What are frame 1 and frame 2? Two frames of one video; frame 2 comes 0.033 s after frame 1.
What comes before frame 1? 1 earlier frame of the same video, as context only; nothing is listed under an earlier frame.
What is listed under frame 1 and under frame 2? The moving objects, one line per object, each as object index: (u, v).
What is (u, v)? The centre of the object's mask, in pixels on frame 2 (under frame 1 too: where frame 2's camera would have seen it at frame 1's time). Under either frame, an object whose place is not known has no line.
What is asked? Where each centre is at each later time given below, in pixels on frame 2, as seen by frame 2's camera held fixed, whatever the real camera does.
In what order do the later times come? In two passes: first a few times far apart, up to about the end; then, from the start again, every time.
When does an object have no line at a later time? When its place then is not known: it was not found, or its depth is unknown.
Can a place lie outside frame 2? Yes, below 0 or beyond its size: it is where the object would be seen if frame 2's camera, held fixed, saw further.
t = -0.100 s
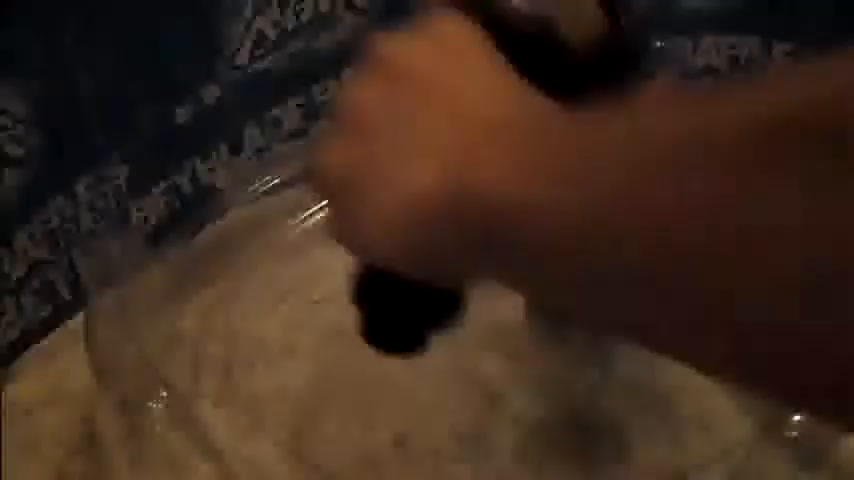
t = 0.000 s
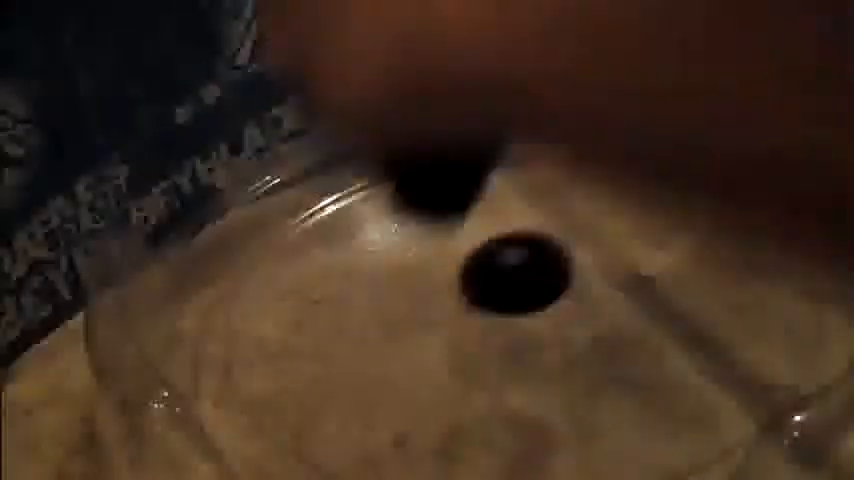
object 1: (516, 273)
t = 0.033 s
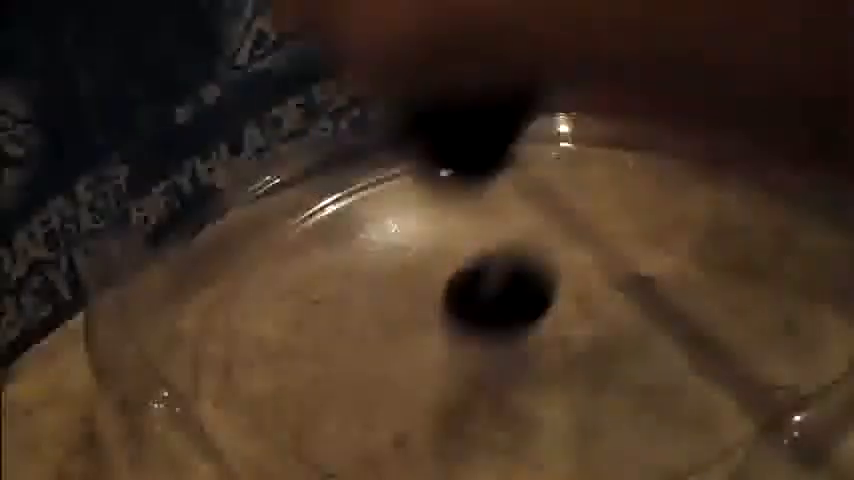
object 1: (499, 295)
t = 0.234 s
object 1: (431, 294)
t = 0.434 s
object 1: (443, 290)
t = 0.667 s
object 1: (517, 320)
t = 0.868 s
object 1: (570, 352)
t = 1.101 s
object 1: (617, 308)
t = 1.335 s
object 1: (507, 272)
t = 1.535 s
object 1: (399, 318)
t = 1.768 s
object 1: (463, 400)
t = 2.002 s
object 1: (667, 332)
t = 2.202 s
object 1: (608, 224)
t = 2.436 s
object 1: (379, 213)
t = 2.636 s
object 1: (282, 326)
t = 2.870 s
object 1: (491, 431)
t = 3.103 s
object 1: (709, 300)
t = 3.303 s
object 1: (606, 182)
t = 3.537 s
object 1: (369, 181)
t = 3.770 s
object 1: (277, 329)
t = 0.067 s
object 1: (482, 330)
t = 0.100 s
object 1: (467, 307)
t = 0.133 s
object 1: (456, 296)
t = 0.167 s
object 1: (446, 302)
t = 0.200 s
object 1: (438, 314)
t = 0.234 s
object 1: (431, 294)
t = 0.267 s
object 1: (428, 290)
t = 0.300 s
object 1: (427, 298)
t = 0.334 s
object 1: (427, 289)
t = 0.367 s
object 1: (430, 291)
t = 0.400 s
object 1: (435, 287)
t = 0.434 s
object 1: (443, 290)
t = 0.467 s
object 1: (451, 292)
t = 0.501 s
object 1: (462, 295)
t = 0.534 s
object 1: (474, 298)
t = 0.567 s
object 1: (485, 303)
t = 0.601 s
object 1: (497, 308)
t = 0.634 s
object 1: (508, 315)
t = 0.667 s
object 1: (517, 320)
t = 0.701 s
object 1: (525, 326)
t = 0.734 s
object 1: (532, 333)
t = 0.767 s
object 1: (539, 341)
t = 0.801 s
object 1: (548, 346)
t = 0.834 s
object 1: (558, 349)
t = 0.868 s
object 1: (570, 352)
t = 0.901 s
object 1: (582, 351)
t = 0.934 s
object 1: (594, 347)
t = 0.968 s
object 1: (605, 342)
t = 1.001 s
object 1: (613, 335)
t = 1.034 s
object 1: (618, 327)
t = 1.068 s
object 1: (620, 318)
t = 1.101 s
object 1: (617, 308)
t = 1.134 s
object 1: (609, 298)
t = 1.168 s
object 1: (598, 289)
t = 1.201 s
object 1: (584, 281)
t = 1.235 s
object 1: (568, 275)
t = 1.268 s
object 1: (549, 272)
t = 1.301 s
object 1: (529, 270)
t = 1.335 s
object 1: (507, 272)
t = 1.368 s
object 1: (485, 276)
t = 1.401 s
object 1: (464, 280)
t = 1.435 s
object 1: (446, 288)
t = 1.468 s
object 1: (428, 297)
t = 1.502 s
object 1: (412, 306)
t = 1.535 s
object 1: (399, 318)
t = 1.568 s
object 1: (391, 330)
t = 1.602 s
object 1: (388, 343)
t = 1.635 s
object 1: (390, 357)
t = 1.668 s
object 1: (398, 371)
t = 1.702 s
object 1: (414, 383)
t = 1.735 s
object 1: (436, 393)
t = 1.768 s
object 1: (463, 400)
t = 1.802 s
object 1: (494, 404)
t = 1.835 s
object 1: (529, 402)
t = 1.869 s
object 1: (564, 397)
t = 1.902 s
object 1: (598, 386)
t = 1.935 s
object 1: (626, 371)
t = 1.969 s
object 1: (650, 353)
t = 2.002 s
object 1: (667, 332)
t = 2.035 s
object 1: (674, 311)
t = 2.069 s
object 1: (674, 294)
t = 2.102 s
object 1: (666, 273)
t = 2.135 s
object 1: (651, 253)
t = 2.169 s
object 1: (631, 237)
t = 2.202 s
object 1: (608, 224)
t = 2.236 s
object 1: (577, 212)
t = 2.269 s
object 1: (548, 205)
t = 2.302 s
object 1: (514, 200)
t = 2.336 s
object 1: (479, 197)
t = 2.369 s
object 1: (448, 199)
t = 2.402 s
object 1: (413, 204)
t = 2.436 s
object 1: (379, 213)
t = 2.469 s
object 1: (350, 226)
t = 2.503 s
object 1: (326, 239)
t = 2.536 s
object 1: (305, 257)
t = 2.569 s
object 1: (291, 277)
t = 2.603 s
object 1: (283, 301)
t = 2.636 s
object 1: (282, 326)
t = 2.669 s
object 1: (289, 350)
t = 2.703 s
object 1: (304, 371)
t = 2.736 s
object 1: (327, 391)
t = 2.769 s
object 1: (359, 408)
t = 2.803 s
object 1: (400, 422)
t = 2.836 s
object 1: (444, 429)
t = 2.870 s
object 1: (491, 431)
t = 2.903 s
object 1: (542, 425)
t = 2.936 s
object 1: (588, 413)
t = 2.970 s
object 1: (624, 398)
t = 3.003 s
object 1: (662, 375)
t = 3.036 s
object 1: (685, 351)
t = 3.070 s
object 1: (702, 325)
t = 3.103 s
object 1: (709, 300)
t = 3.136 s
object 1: (709, 273)
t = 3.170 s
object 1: (701, 250)
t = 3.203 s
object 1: (685, 228)
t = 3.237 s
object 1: (661, 209)
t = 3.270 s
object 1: (635, 194)
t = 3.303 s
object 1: (606, 182)
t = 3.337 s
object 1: (572, 173)
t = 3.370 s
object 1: (537, 168)
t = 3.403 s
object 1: (502, 165)
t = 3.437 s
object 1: (468, 166)
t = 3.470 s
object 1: (432, 171)
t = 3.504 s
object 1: (398, 175)
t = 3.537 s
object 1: (369, 181)
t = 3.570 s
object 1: (338, 202)
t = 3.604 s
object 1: (314, 220)
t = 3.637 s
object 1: (294, 237)
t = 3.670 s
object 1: (280, 259)
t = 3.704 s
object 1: (272, 280)
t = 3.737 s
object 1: (270, 305)
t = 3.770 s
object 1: (277, 329)
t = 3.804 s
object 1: (291, 352)
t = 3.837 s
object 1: (315, 373)
